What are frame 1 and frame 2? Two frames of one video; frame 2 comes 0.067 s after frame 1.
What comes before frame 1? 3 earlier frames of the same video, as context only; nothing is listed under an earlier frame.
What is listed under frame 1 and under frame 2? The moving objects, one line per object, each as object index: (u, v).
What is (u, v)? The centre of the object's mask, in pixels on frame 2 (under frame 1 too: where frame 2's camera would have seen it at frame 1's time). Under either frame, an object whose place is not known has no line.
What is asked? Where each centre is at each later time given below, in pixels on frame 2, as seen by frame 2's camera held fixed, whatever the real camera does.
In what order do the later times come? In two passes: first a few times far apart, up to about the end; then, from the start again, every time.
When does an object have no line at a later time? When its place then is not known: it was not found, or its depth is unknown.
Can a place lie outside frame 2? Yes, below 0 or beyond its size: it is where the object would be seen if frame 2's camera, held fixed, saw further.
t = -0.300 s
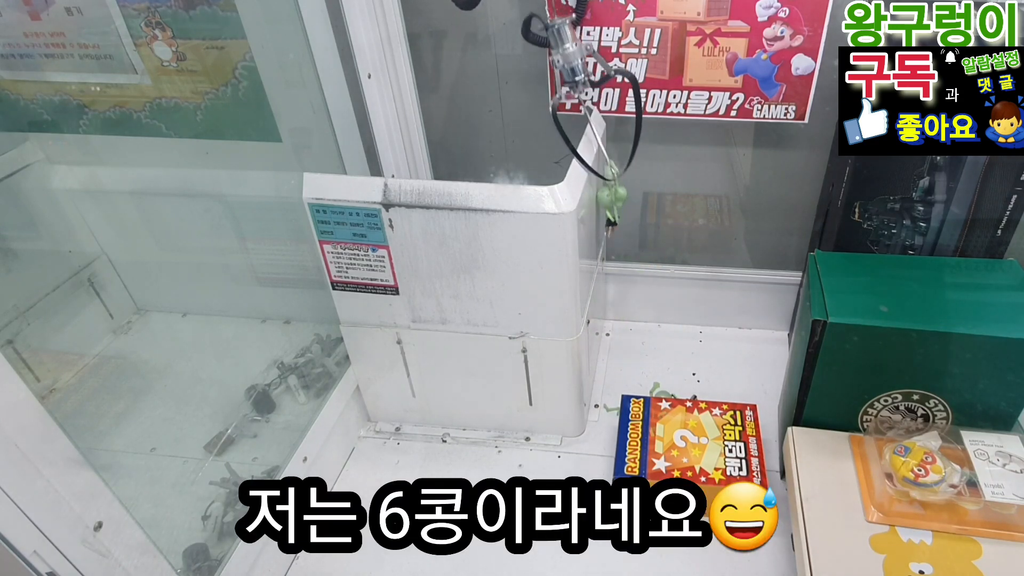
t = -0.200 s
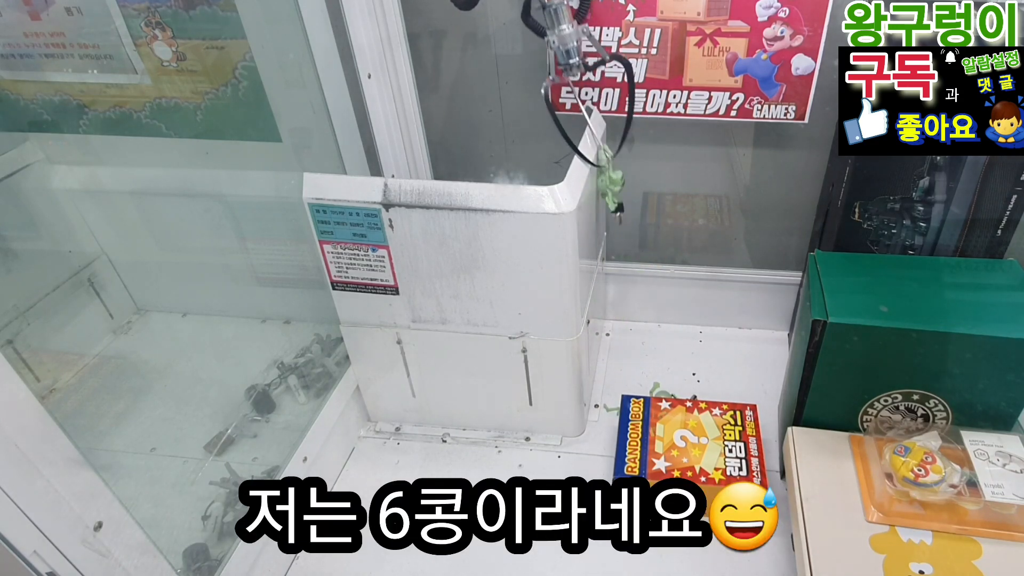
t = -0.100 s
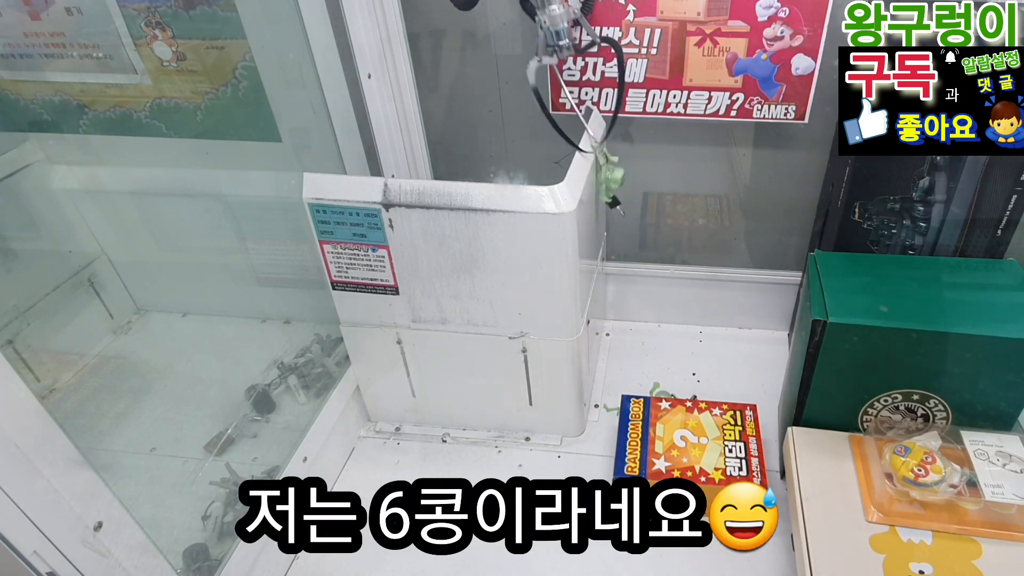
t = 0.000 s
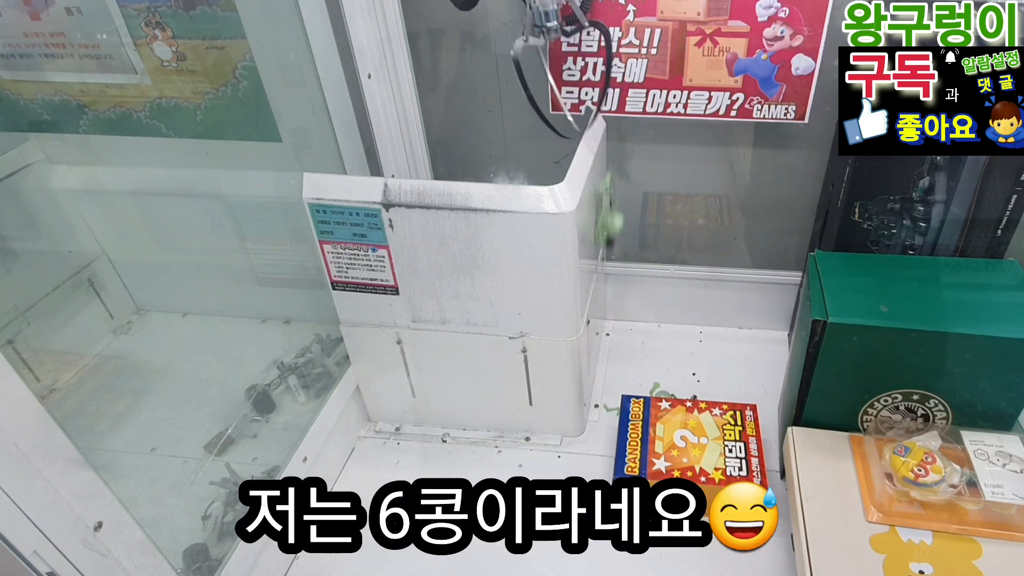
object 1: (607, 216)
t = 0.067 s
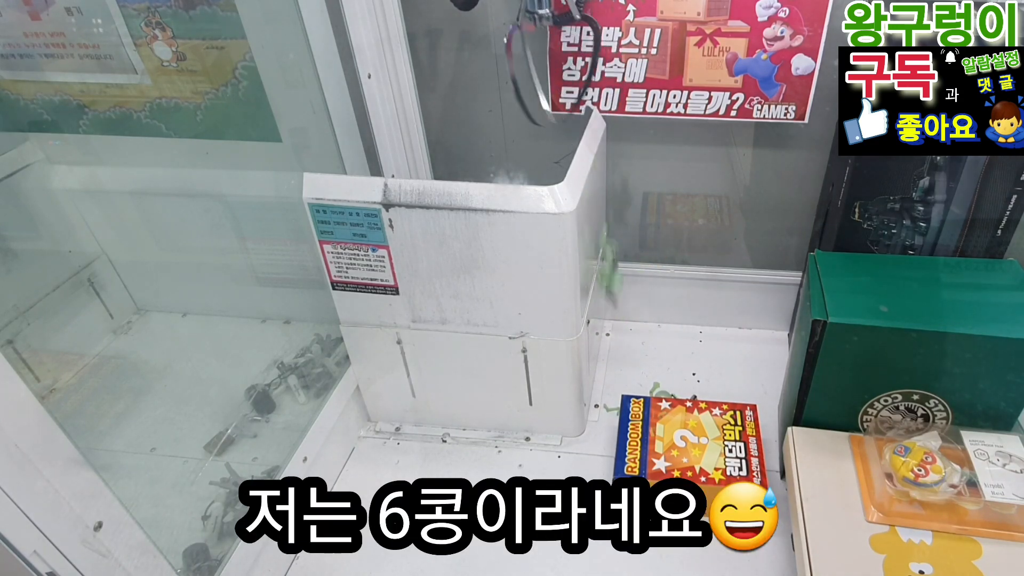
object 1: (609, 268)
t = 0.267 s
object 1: (654, 373)
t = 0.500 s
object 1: (663, 372)
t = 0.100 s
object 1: (610, 298)
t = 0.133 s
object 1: (614, 337)
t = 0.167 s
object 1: (622, 358)
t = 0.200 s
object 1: (640, 370)
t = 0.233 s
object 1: (647, 372)
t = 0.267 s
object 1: (654, 373)
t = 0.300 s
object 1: (658, 372)
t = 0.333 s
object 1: (661, 372)
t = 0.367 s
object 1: (663, 372)
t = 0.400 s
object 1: (663, 372)
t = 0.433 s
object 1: (663, 372)
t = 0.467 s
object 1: (664, 372)
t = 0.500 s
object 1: (663, 372)
